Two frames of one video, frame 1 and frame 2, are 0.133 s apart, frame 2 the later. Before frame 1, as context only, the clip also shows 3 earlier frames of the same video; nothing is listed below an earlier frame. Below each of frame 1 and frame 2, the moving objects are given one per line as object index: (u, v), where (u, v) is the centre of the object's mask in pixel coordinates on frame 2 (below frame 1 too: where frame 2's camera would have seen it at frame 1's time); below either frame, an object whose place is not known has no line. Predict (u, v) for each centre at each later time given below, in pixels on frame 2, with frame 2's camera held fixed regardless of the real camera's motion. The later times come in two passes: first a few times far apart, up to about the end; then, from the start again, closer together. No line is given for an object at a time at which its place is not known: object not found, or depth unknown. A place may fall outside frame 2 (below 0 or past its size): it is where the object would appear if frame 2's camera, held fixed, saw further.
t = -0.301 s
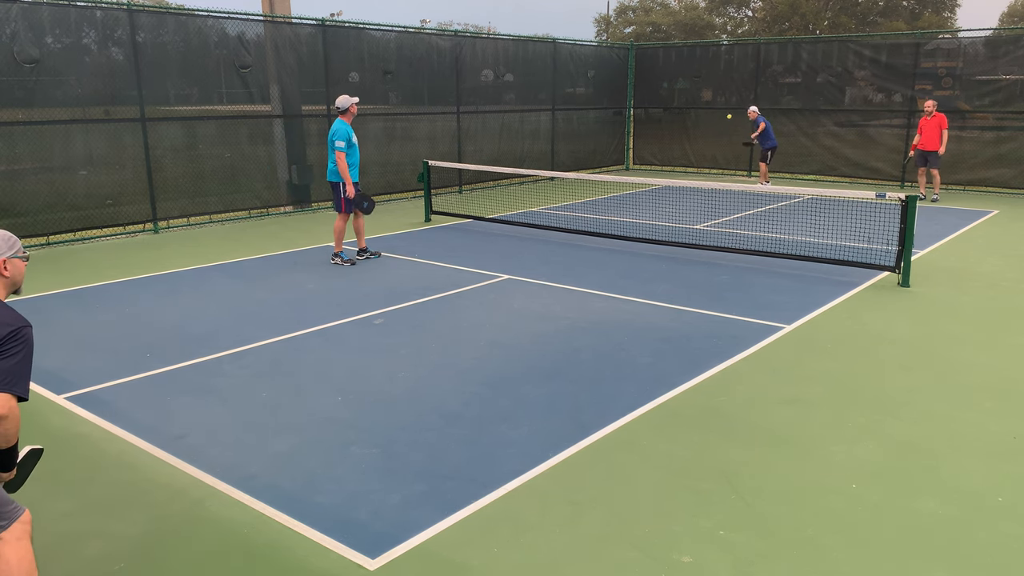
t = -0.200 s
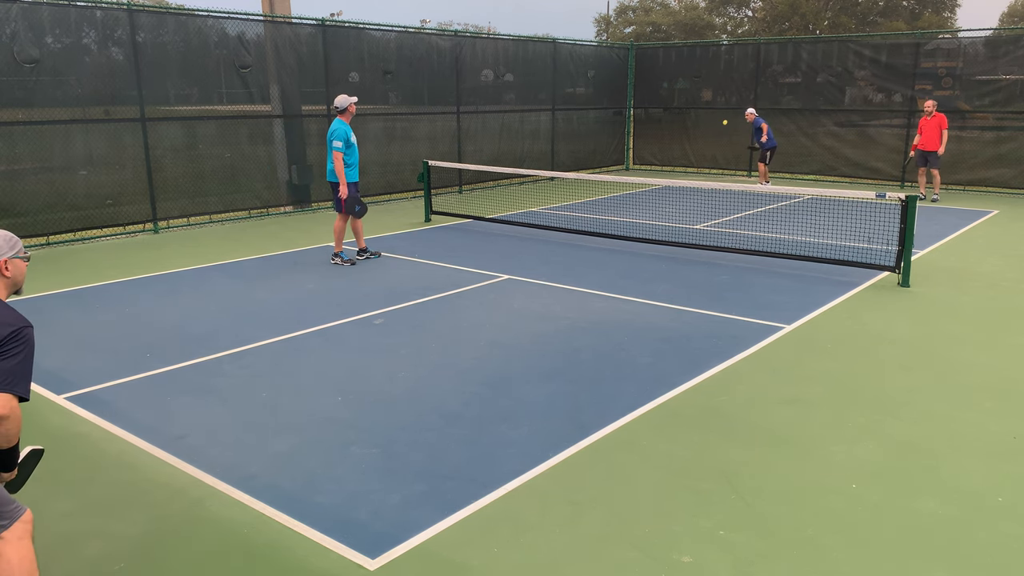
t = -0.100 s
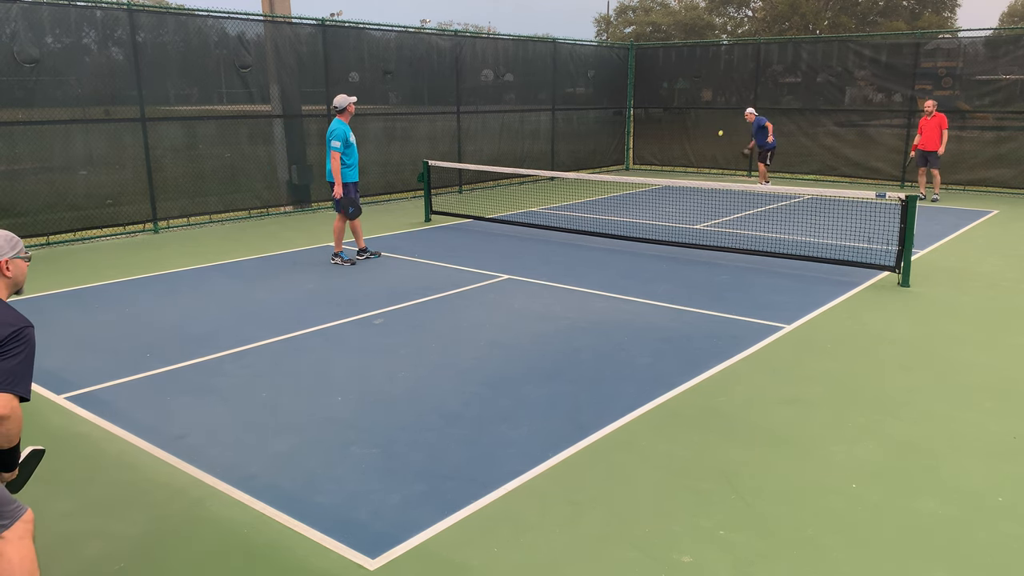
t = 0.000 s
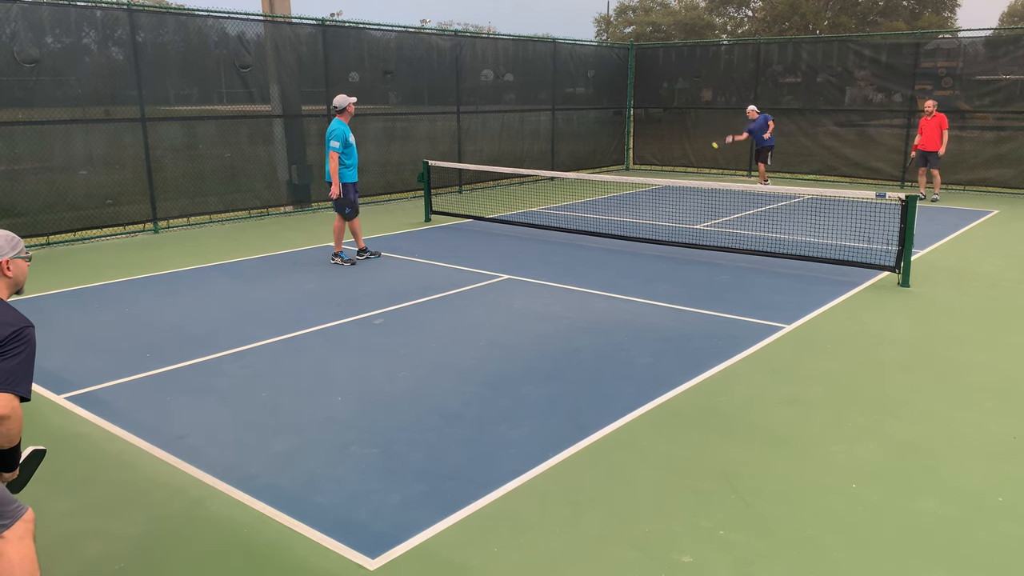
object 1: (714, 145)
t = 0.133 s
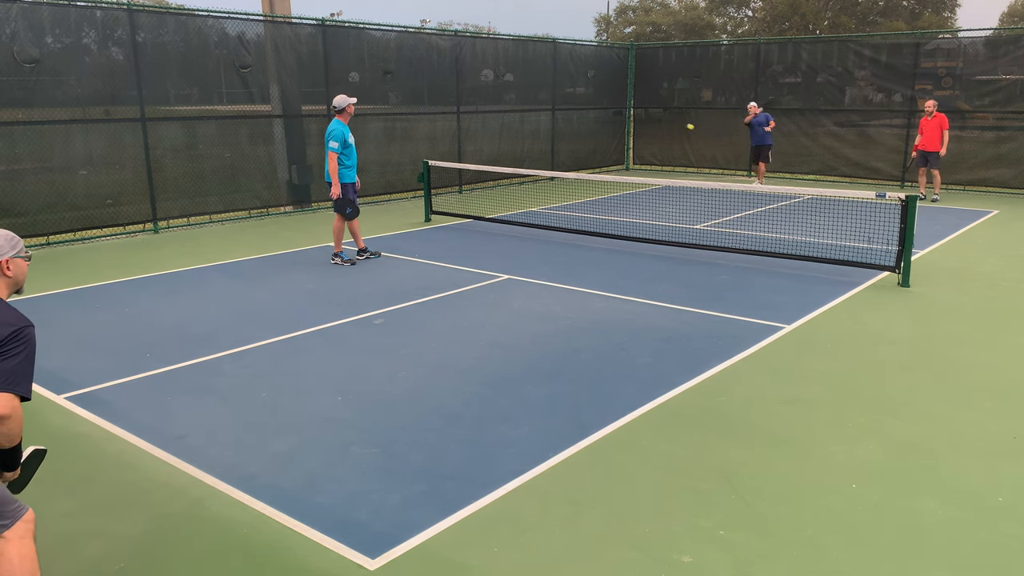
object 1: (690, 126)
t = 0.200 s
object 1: (676, 122)
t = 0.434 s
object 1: (610, 144)
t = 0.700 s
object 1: (499, 278)
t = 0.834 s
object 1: (432, 295)
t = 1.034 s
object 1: (299, 306)
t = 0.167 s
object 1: (683, 124)
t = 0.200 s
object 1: (676, 122)
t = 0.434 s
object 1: (610, 144)
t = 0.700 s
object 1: (499, 278)
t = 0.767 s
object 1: (466, 305)
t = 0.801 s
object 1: (450, 299)
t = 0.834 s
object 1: (432, 295)
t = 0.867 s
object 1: (414, 292)
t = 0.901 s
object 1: (395, 291)
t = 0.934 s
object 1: (373, 291)
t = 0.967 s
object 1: (350, 294)
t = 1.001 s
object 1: (326, 299)
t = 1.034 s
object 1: (299, 306)
